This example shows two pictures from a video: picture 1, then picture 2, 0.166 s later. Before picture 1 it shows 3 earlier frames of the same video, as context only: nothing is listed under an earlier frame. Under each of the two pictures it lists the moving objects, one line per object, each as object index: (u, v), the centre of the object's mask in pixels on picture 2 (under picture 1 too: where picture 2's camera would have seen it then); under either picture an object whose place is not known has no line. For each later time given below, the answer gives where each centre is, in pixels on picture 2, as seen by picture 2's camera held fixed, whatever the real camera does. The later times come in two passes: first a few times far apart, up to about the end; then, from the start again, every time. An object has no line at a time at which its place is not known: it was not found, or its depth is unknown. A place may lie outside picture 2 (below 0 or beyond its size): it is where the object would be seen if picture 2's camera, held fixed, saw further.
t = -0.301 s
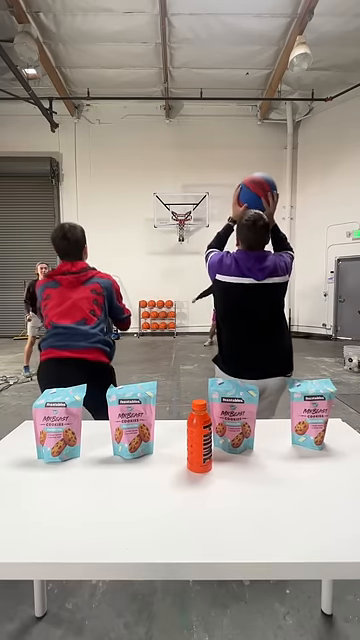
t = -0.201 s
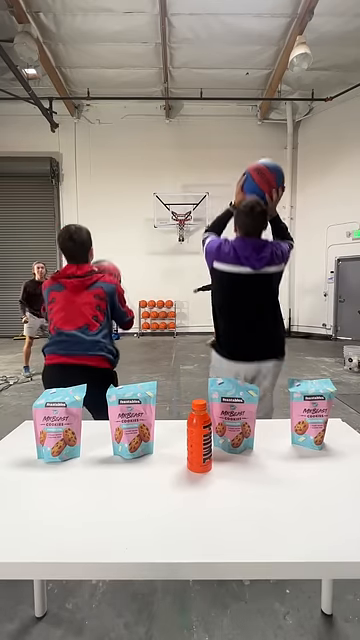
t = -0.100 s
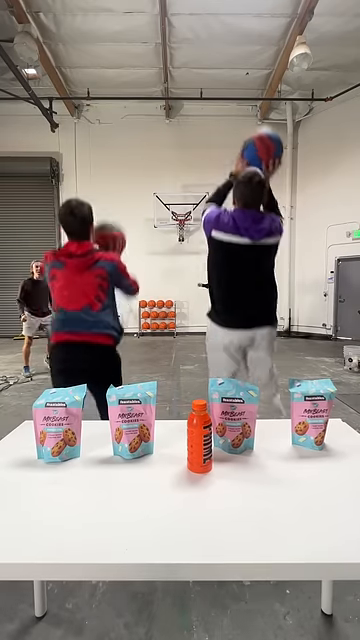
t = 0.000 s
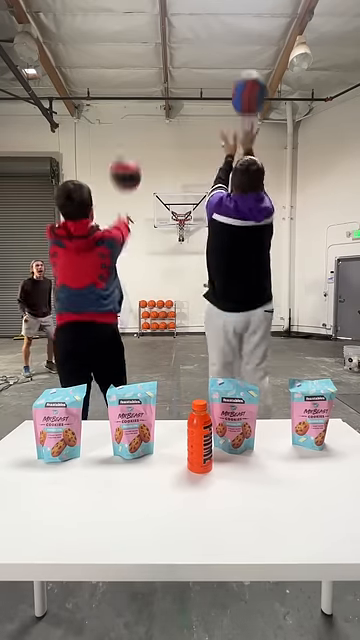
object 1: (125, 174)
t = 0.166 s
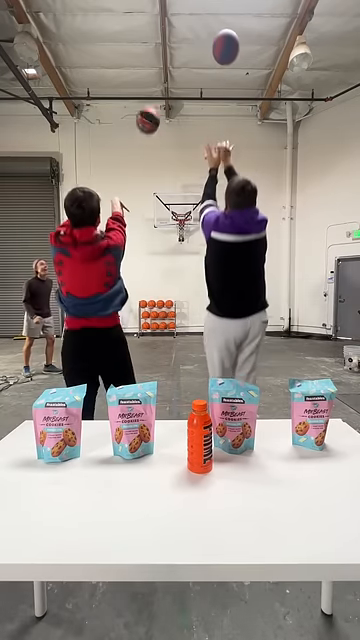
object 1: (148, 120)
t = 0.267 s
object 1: (157, 110)
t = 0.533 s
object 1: (172, 124)
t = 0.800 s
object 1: (182, 167)
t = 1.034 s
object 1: (187, 215)
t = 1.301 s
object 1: (189, 212)
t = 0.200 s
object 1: (151, 115)
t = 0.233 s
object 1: (154, 112)
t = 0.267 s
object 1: (157, 110)
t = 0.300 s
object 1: (159, 109)
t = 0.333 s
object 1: (161, 109)
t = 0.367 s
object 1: (164, 110)
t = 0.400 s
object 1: (166, 111)
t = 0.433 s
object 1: (168, 113)
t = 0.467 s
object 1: (169, 116)
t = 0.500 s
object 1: (171, 120)
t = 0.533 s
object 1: (172, 124)
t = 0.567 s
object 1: (174, 128)
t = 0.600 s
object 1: (175, 133)
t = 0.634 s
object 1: (176, 138)
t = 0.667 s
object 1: (177, 143)
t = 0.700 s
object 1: (179, 149)
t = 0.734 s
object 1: (180, 155)
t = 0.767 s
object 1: (181, 161)
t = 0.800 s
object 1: (182, 167)
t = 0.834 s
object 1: (183, 174)
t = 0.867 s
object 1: (184, 181)
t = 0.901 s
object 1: (184, 187)
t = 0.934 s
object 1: (185, 194)
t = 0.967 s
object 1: (186, 201)
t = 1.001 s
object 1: (187, 210)
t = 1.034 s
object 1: (187, 215)
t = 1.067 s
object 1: (182, 215)
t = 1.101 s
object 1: (177, 216)
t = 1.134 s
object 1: (177, 216)
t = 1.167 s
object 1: (179, 213)
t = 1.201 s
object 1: (182, 213)
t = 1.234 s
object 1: (185, 213)
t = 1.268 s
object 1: (187, 212)
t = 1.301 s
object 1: (189, 212)
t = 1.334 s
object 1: (191, 212)
